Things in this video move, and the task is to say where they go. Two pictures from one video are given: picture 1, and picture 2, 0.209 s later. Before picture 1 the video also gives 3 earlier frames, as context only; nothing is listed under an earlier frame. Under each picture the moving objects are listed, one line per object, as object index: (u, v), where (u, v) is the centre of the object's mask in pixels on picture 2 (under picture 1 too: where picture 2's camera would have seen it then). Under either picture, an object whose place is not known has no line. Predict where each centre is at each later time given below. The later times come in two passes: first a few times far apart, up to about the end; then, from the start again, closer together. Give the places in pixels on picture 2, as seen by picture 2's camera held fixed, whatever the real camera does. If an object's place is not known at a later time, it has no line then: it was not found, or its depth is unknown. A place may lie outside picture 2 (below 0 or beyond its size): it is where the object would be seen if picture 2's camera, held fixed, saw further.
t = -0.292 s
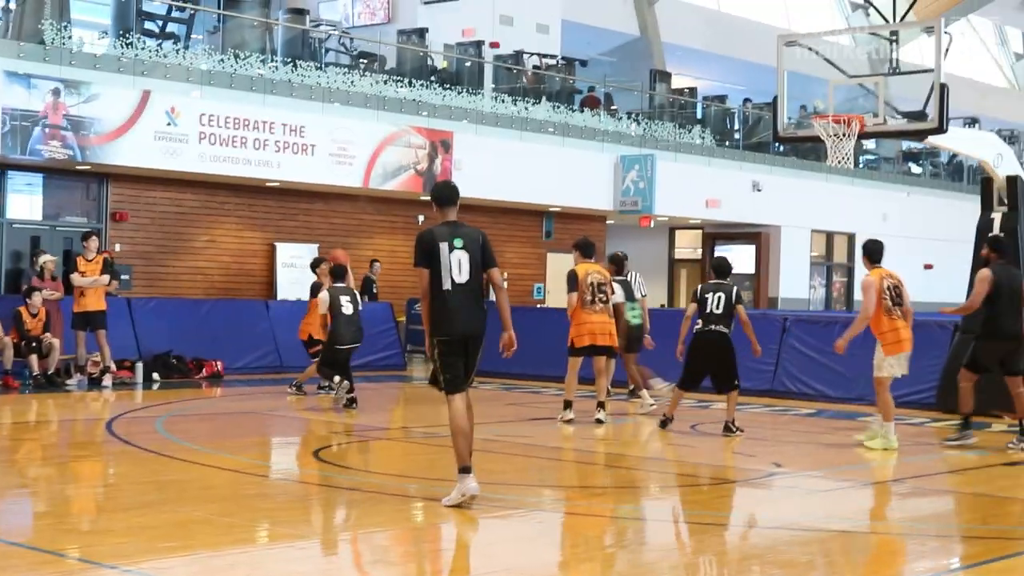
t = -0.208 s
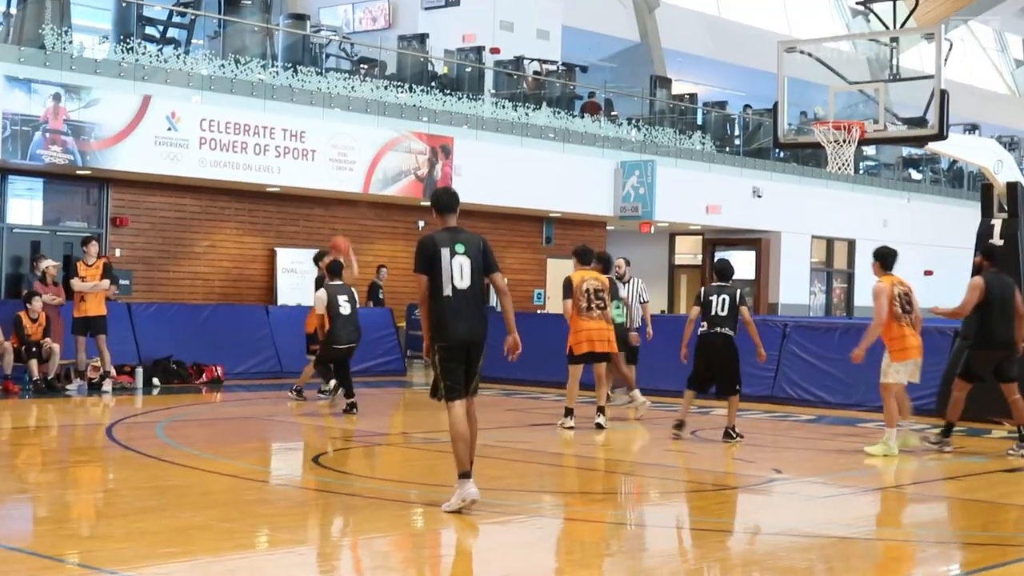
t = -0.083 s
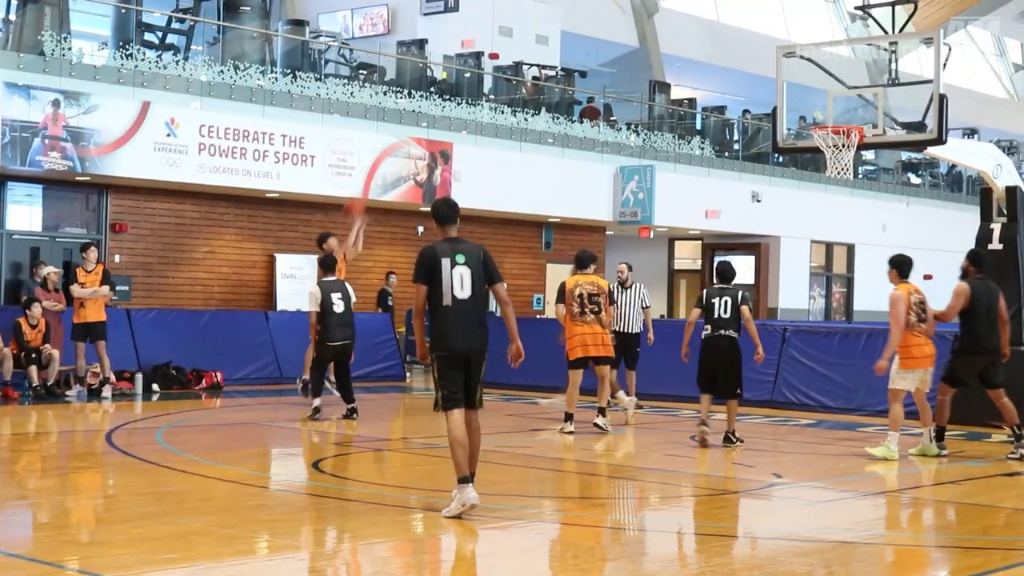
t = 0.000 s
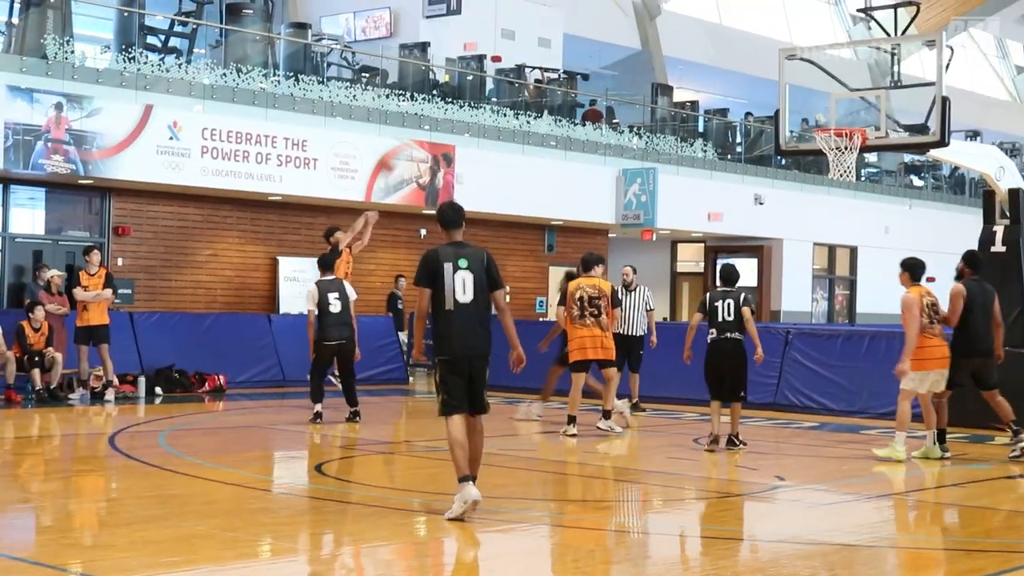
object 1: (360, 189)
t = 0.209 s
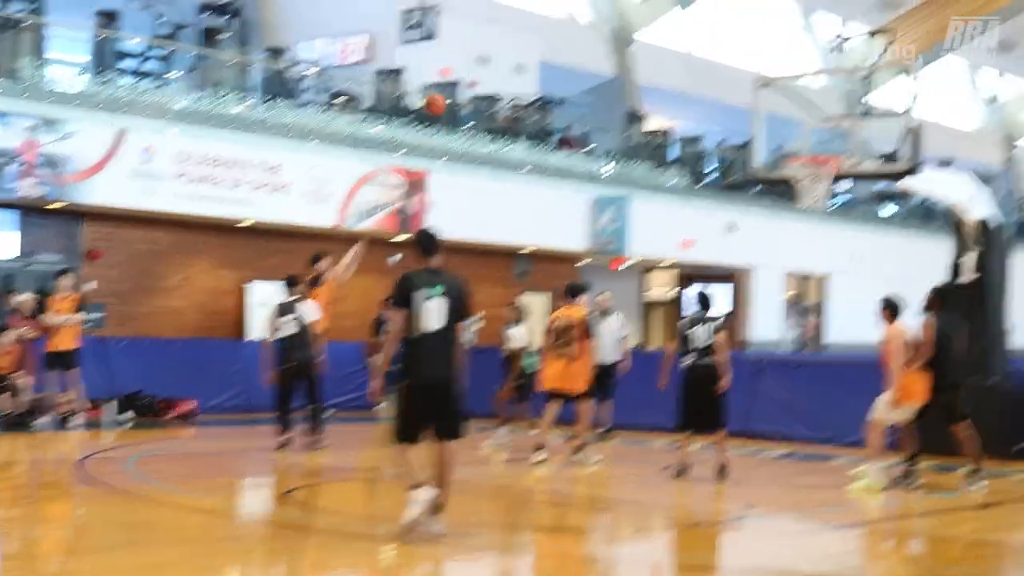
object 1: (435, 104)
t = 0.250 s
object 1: (451, 91)
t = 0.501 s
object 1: (542, 42)
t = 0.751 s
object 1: (637, 47)
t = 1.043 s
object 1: (756, 131)
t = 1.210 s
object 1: (727, 180)
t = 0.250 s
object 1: (451, 91)
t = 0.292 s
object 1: (466, 79)
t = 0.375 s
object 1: (496, 60)
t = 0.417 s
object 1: (511, 52)
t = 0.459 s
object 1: (526, 46)
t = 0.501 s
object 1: (542, 42)
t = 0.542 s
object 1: (557, 39)
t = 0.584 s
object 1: (574, 37)
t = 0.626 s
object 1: (590, 37)
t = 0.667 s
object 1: (607, 39)
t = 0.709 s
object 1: (621, 42)
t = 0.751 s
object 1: (637, 47)
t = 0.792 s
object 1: (655, 54)
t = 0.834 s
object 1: (672, 62)
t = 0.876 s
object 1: (688, 72)
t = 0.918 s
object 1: (705, 84)
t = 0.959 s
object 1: (723, 98)
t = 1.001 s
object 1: (738, 113)
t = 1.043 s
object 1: (756, 131)
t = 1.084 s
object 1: (773, 151)
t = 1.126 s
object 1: (765, 163)
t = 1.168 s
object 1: (745, 171)
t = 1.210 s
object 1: (727, 180)
